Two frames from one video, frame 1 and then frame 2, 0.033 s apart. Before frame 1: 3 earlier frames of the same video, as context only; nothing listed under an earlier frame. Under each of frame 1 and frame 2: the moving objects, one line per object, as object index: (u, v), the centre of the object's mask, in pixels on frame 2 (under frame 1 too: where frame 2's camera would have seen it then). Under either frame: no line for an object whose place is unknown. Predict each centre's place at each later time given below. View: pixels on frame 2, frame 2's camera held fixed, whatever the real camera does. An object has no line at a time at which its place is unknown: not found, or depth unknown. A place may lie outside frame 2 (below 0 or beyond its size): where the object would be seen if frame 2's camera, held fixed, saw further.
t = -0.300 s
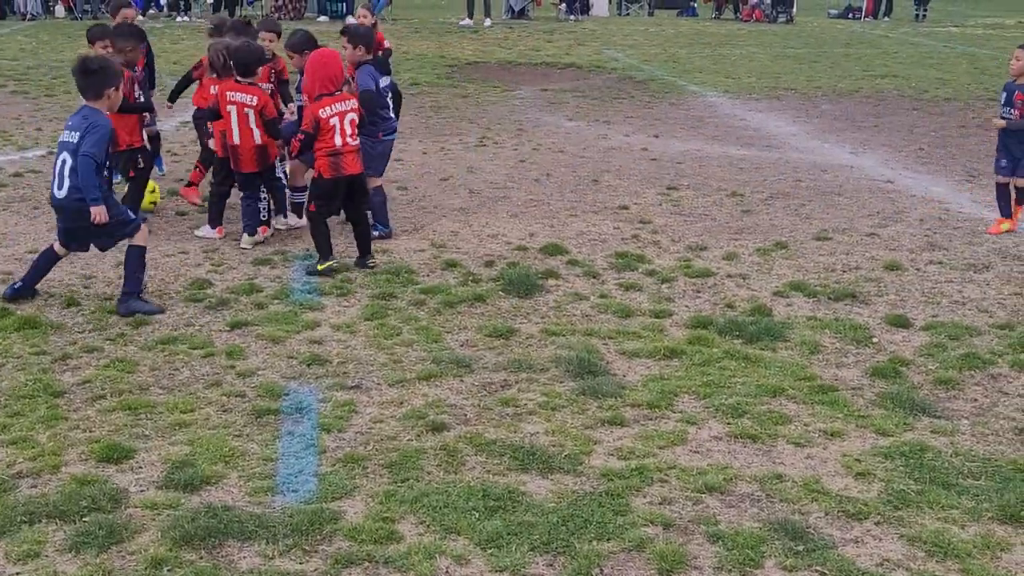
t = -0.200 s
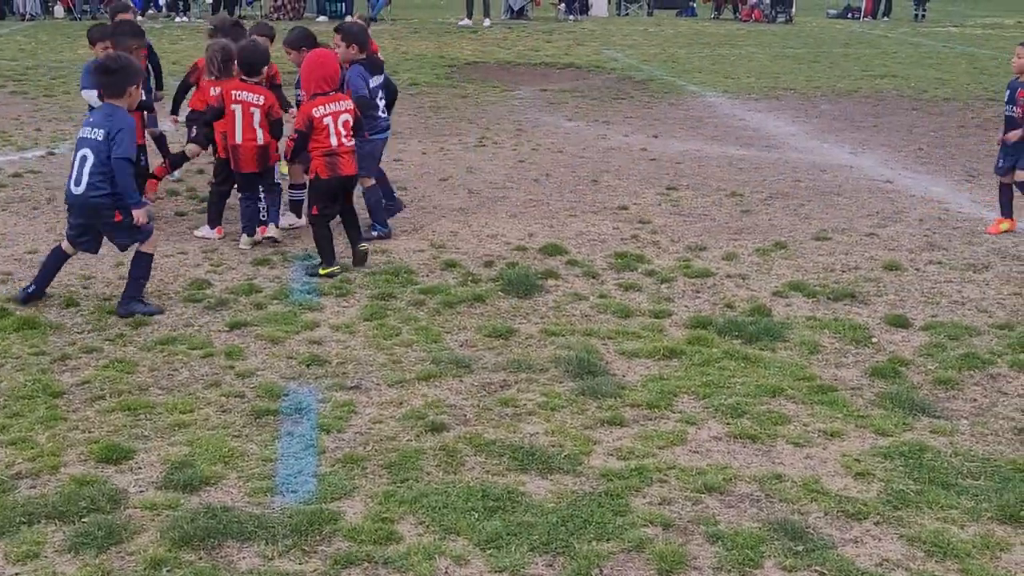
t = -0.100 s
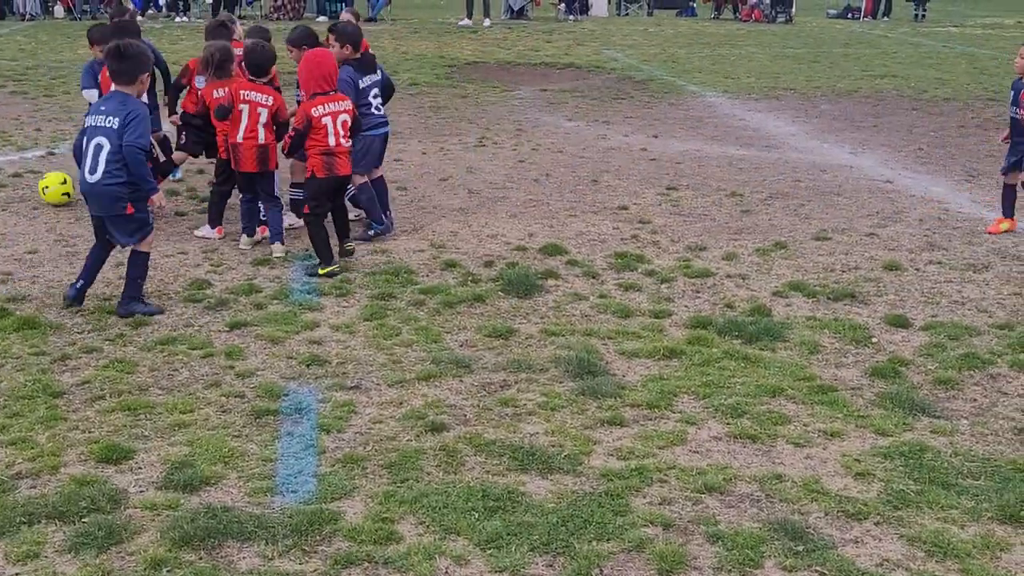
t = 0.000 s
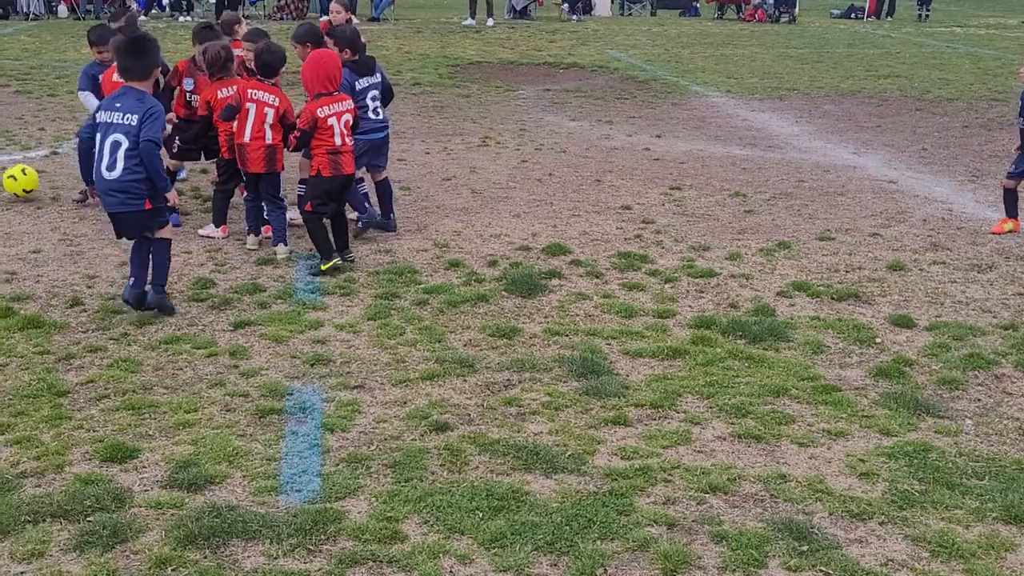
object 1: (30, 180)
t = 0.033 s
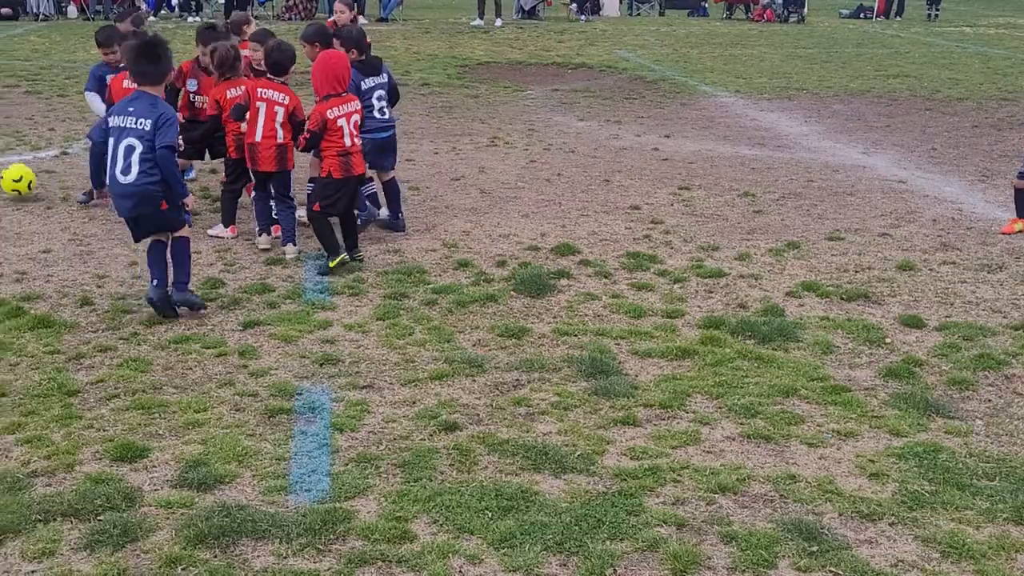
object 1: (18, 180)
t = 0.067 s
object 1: (6, 181)
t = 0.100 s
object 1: (-6, 182)
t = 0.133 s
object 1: (-17, 179)
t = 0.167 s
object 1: (-27, 176)
